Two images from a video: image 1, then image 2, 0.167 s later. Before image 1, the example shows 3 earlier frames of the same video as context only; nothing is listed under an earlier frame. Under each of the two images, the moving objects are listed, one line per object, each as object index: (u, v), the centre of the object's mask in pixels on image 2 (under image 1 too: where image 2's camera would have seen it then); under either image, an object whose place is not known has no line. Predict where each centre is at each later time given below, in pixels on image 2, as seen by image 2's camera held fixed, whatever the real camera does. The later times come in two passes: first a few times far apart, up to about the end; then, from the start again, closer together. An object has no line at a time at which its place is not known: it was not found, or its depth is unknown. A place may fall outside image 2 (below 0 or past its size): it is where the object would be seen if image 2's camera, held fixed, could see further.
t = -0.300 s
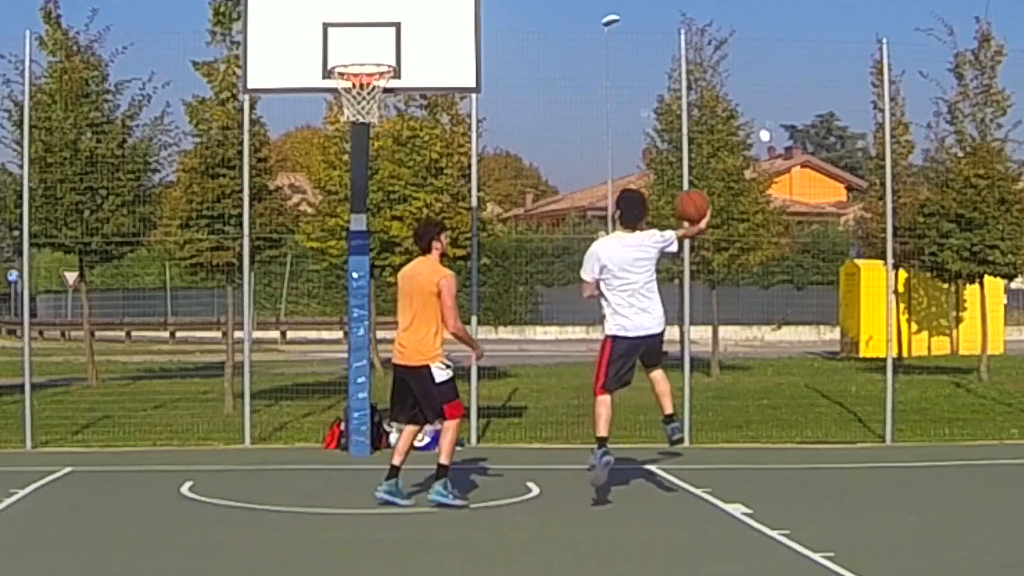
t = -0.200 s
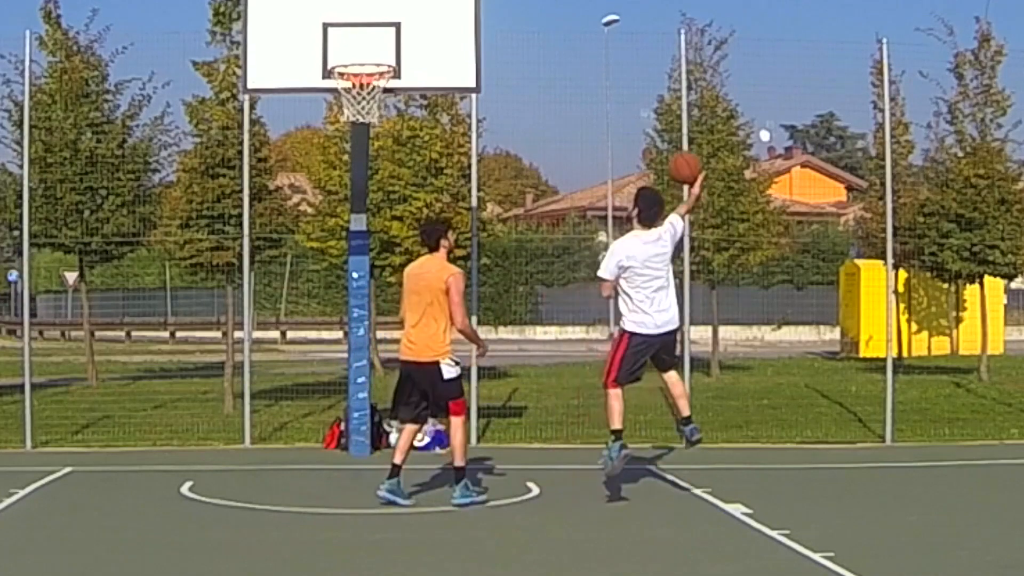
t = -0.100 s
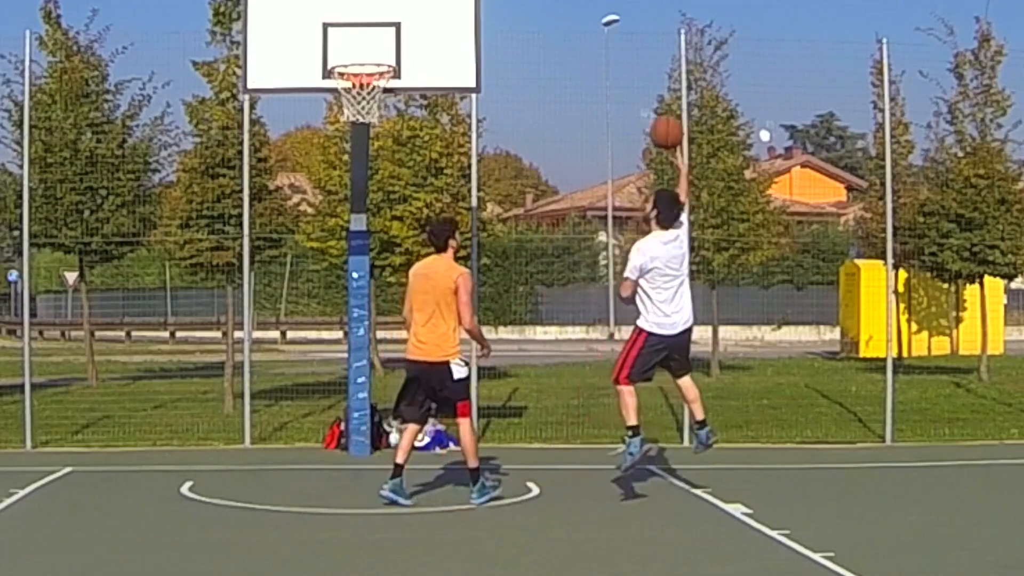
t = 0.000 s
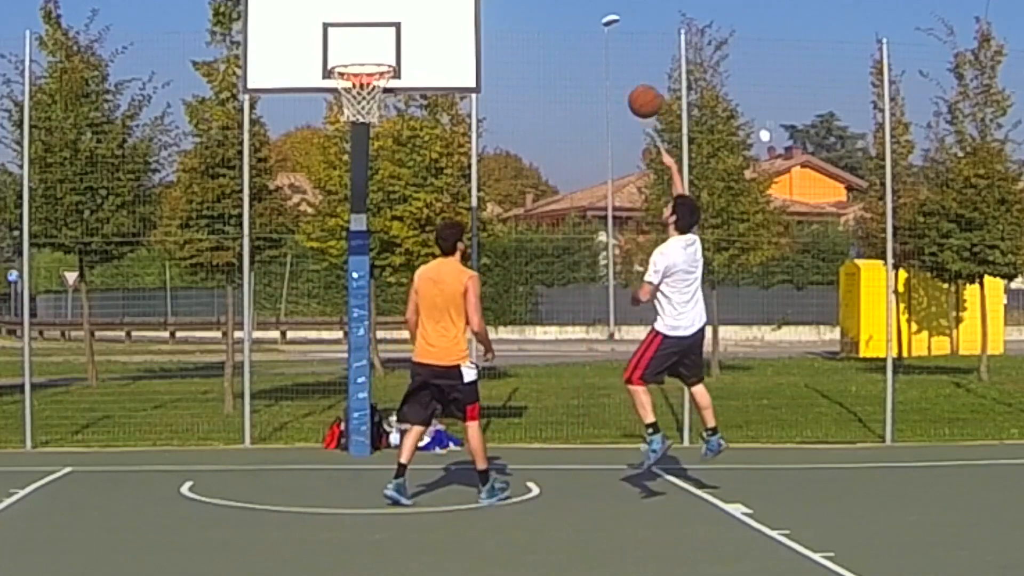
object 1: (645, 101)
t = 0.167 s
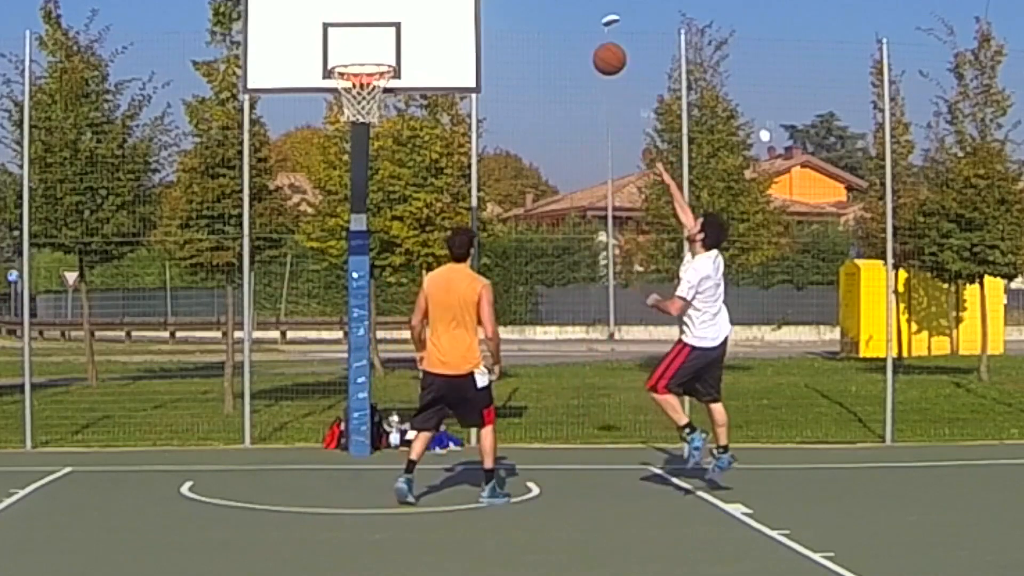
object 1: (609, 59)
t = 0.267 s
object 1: (589, 38)
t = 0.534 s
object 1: (536, 8)
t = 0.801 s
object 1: (450, 3)
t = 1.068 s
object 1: (381, 35)
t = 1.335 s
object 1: (355, 104)
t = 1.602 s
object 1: (375, 164)
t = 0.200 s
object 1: (602, 52)
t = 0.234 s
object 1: (595, 45)
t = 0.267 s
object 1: (589, 38)
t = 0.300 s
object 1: (582, 32)
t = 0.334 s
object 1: (575, 26)
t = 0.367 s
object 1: (568, 21)
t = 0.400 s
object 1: (562, 16)
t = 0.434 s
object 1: (555, 13)
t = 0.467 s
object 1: (549, 11)
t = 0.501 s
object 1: (542, 9)
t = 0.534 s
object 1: (536, 8)
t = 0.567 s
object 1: (529, 6)
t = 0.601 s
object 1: (523, 5)
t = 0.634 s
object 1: (510, 3)
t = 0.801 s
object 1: (450, 3)
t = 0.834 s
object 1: (438, 5)
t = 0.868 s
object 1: (428, 7)
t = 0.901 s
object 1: (420, 9)
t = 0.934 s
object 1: (412, 10)
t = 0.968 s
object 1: (404, 13)
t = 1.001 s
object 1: (397, 18)
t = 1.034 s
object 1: (389, 26)
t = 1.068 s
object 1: (381, 35)
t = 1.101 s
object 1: (373, 45)
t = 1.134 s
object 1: (365, 53)
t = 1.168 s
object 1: (357, 72)
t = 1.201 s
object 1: (350, 82)
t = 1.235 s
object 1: (348, 83)
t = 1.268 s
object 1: (351, 89)
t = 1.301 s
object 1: (351, 103)
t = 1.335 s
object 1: (355, 104)
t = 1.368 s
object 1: (357, 107)
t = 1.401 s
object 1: (360, 111)
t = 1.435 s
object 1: (363, 116)
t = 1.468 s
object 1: (365, 122)
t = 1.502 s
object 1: (367, 129)
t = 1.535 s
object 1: (371, 139)
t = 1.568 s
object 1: (373, 151)
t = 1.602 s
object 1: (375, 164)
